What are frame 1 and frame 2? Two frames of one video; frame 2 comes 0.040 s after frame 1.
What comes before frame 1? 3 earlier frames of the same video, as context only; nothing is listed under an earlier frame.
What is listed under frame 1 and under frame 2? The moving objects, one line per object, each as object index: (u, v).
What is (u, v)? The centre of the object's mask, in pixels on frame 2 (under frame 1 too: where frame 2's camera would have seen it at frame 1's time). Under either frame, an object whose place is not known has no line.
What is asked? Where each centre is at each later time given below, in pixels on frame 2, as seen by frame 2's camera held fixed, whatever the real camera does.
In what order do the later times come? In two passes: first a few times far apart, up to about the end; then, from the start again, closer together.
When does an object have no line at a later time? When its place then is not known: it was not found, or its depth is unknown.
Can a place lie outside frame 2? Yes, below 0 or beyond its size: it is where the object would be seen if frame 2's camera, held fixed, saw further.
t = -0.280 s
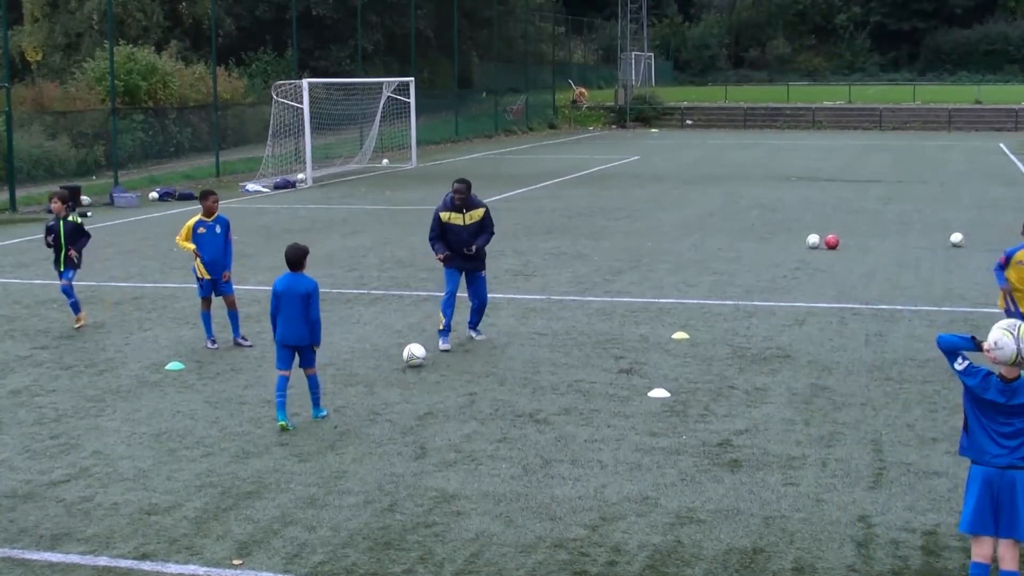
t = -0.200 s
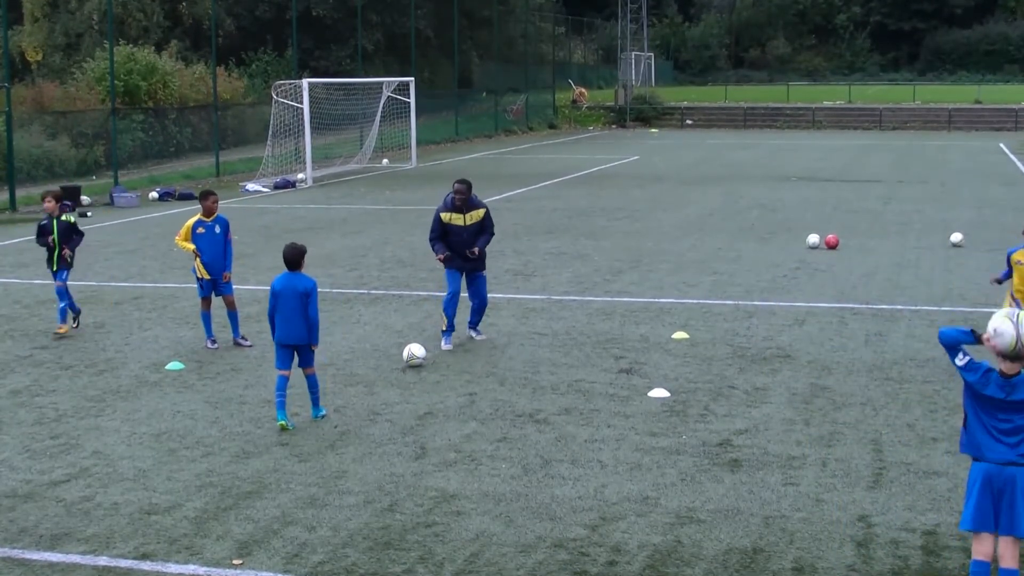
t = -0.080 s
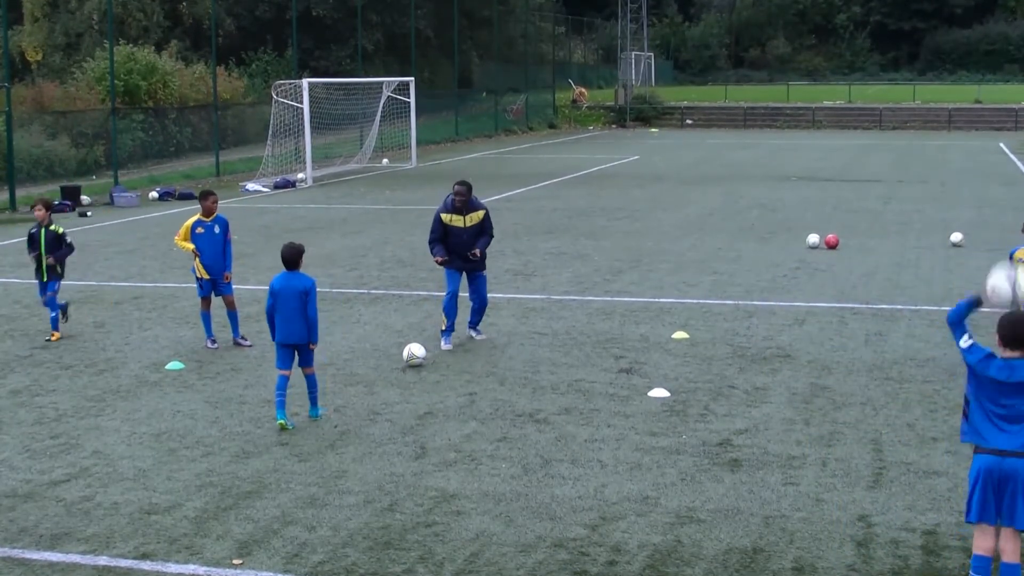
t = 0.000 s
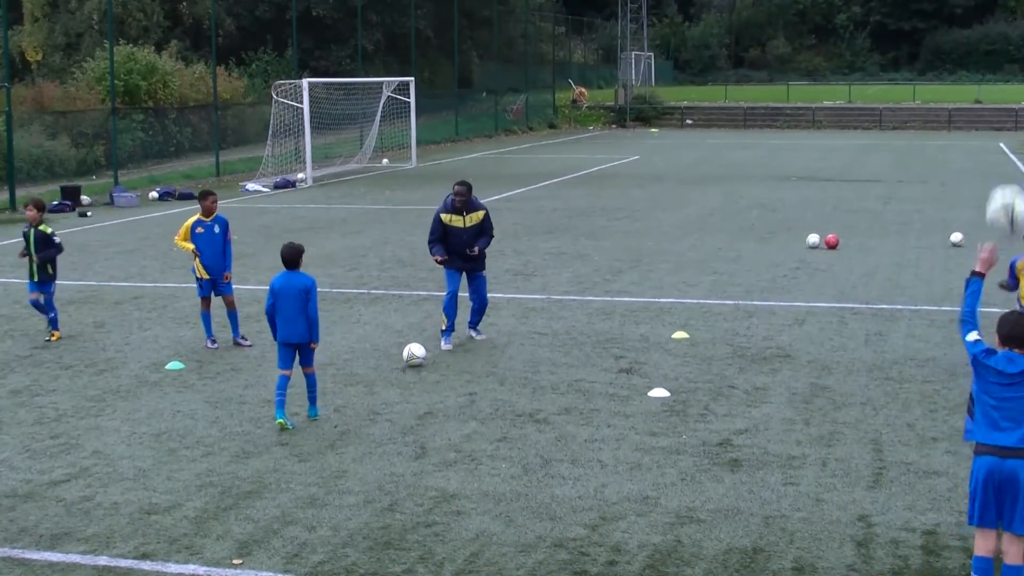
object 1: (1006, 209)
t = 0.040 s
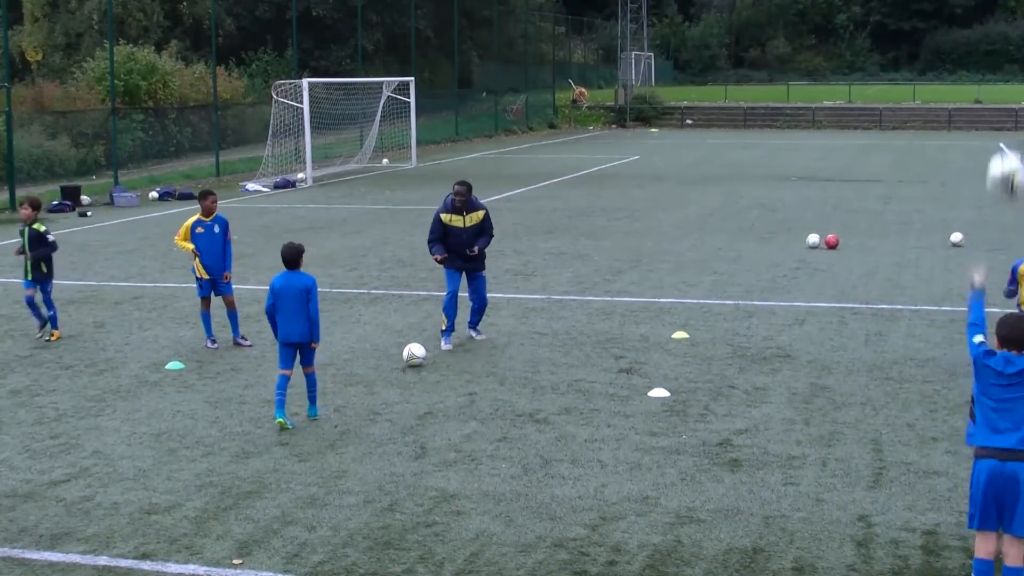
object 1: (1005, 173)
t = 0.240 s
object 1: (1005, 62)
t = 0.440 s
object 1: (1002, 39)
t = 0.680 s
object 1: (998, 91)
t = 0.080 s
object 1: (1006, 143)
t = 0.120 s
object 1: (1004, 116)
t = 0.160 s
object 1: (1006, 95)
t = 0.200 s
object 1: (1005, 76)
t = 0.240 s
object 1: (1005, 62)
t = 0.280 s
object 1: (1005, 51)
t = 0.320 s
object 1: (1004, 44)
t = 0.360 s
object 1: (1003, 39)
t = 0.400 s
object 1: (1003, 37)
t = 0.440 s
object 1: (1002, 39)
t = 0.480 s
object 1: (1001, 42)
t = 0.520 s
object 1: (1001, 48)
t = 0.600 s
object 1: (1000, 65)
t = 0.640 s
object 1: (999, 77)
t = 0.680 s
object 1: (998, 91)
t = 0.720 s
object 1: (997, 107)
